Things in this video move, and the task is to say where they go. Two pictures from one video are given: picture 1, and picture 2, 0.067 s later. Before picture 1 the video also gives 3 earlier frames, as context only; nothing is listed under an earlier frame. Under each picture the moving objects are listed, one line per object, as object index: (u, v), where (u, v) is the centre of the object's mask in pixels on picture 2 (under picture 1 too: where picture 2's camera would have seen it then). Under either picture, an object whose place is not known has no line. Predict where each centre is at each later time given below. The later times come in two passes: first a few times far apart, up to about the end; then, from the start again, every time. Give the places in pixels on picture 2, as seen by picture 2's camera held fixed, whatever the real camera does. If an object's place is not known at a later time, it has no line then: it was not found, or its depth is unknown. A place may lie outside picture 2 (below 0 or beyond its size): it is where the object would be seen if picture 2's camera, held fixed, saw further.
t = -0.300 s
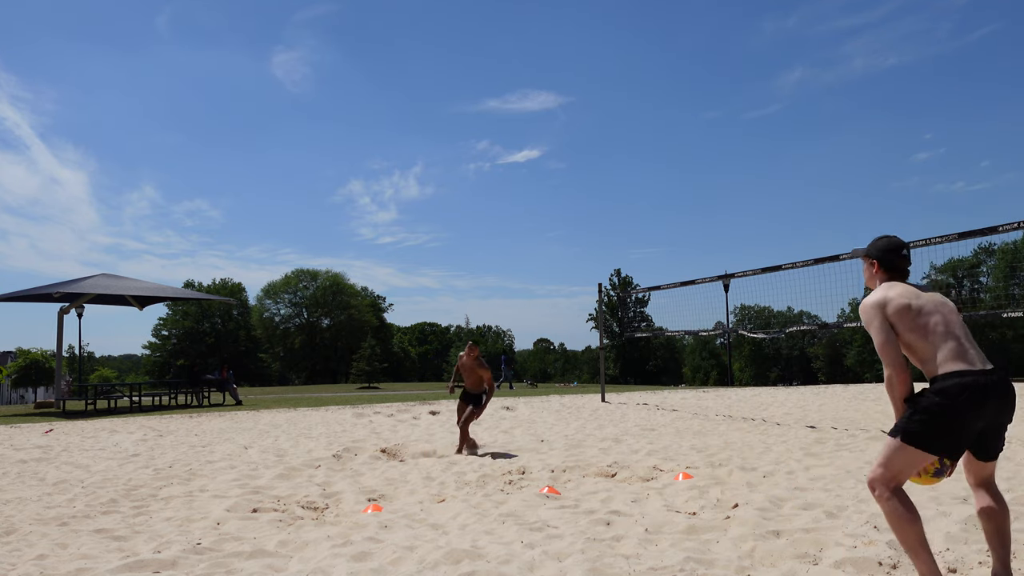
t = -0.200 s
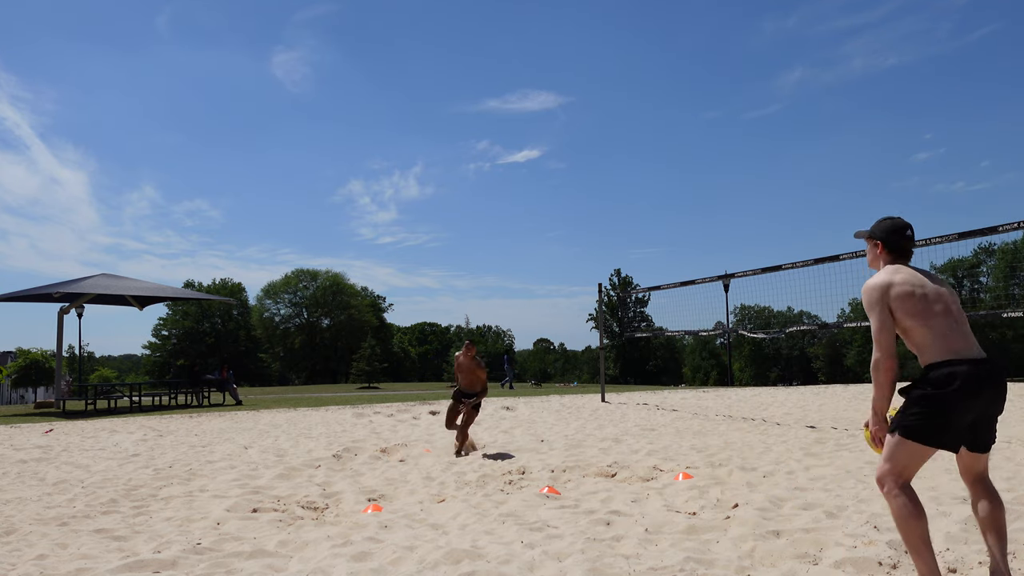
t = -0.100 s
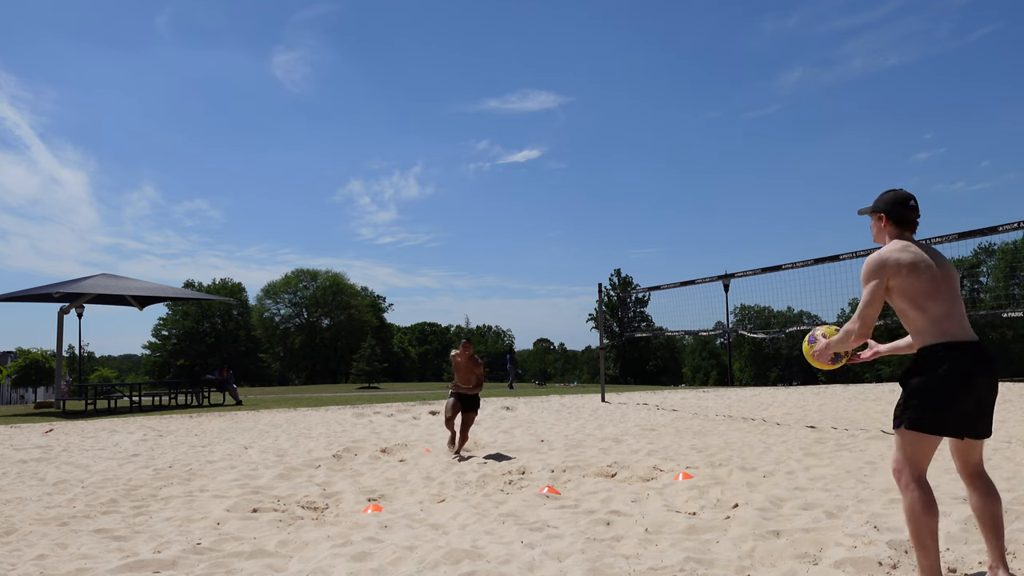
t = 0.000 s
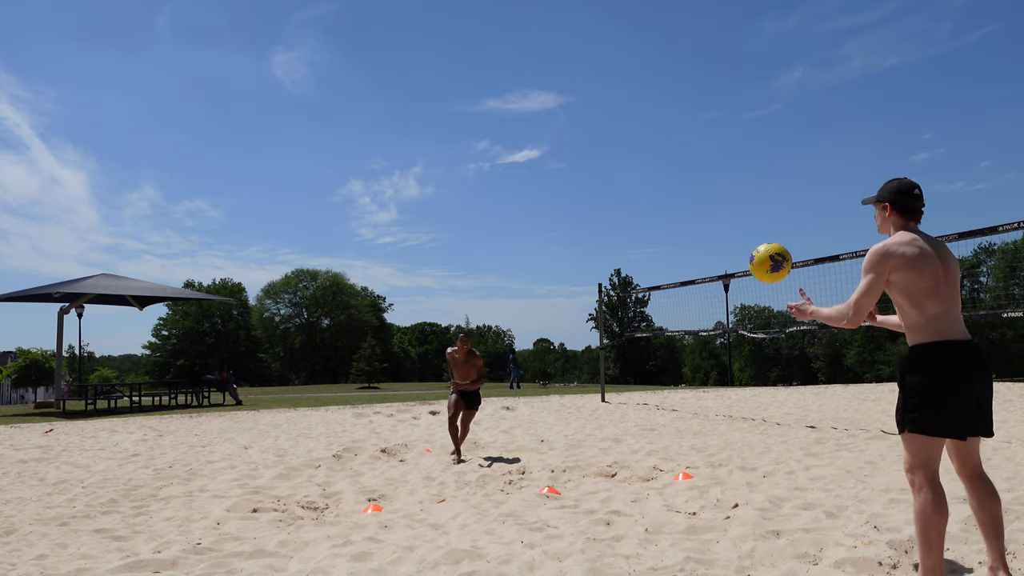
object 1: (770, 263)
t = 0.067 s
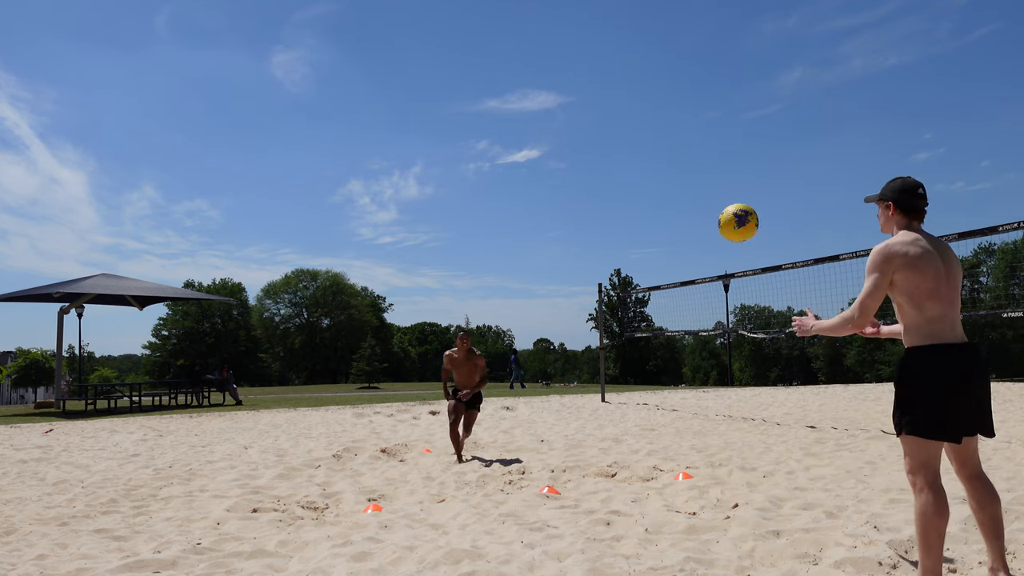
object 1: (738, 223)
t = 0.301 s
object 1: (651, 158)
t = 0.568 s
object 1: (581, 187)
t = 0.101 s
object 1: (723, 207)
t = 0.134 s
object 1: (710, 193)
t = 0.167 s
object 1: (696, 182)
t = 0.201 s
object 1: (684, 173)
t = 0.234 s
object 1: (672, 166)
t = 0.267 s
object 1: (661, 162)
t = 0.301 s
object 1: (651, 158)
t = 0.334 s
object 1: (641, 157)
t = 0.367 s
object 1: (631, 157)
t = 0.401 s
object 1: (622, 158)
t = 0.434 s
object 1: (613, 162)
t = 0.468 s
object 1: (604, 166)
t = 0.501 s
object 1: (596, 172)
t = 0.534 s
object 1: (588, 179)
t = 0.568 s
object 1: (581, 187)
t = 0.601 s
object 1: (574, 196)
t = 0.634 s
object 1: (567, 206)
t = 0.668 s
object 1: (560, 218)
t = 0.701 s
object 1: (554, 230)
